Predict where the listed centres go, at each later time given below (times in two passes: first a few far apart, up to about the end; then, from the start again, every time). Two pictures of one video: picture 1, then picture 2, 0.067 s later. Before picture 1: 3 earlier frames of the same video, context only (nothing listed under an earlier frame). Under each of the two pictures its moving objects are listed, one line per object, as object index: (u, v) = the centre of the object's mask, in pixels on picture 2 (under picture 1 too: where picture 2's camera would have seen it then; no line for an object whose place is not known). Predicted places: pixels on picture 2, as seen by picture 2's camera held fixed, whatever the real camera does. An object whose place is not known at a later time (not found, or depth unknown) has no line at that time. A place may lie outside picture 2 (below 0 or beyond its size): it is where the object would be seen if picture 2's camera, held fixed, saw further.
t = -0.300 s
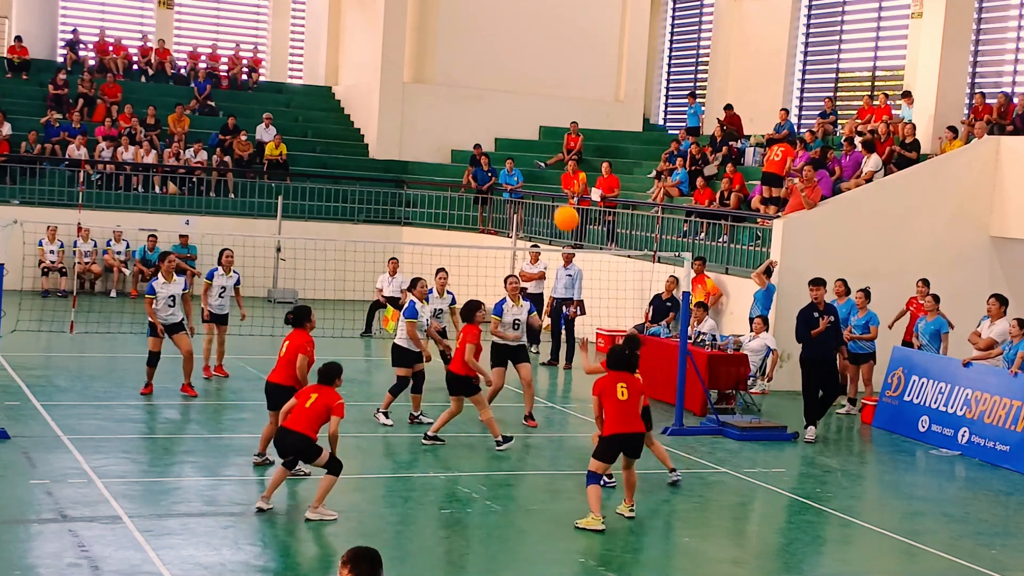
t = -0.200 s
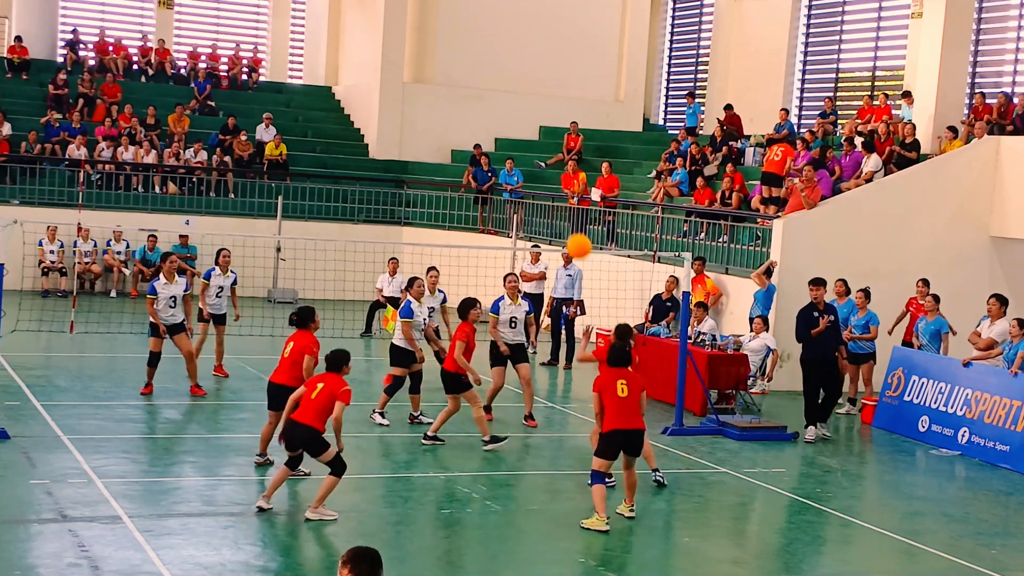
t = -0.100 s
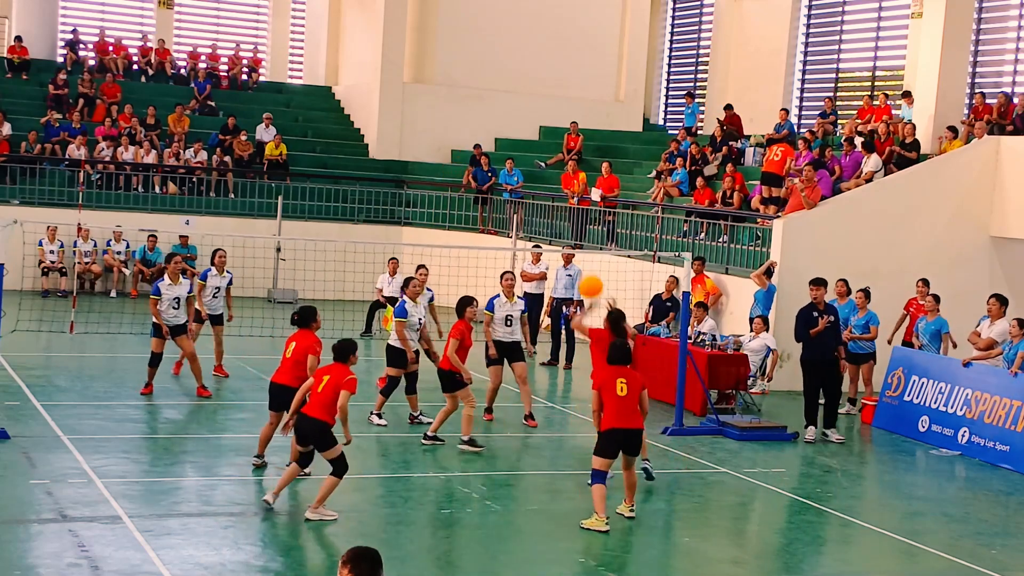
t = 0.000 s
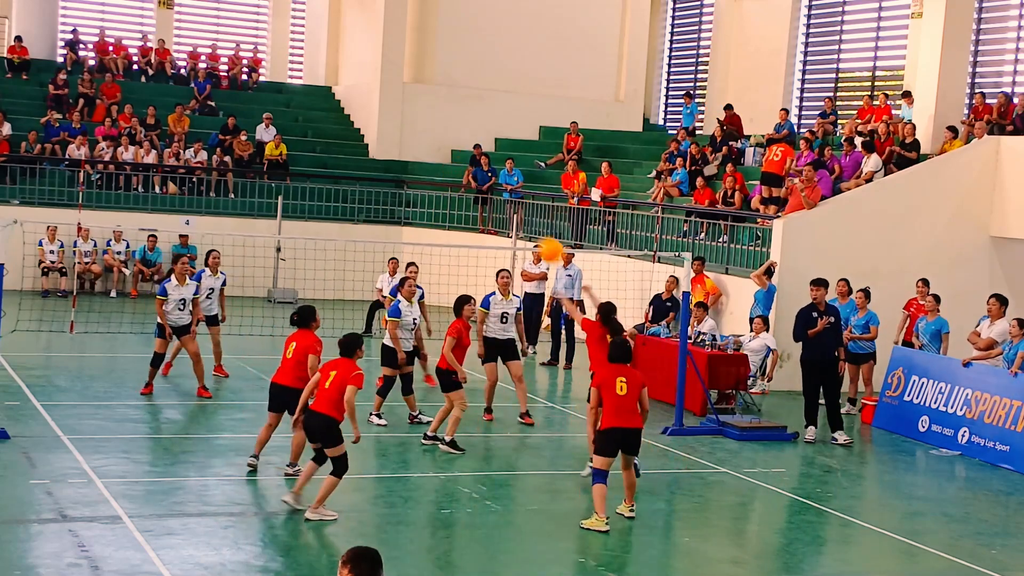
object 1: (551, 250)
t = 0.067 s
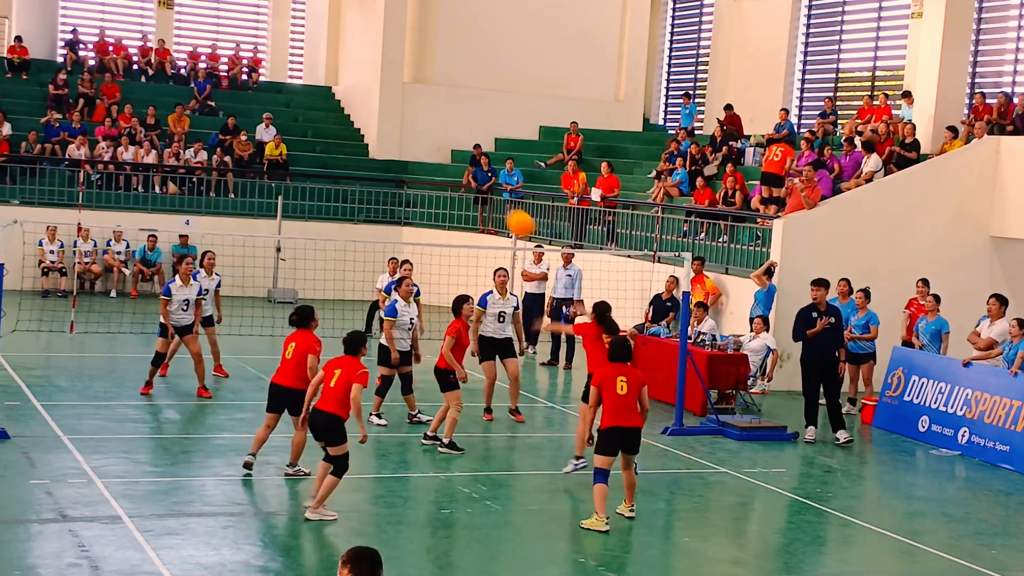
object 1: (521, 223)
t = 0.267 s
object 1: (435, 172)
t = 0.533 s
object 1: (335, 170)
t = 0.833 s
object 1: (237, 236)
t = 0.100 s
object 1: (505, 211)
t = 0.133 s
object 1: (491, 201)
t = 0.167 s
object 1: (477, 191)
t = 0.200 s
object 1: (463, 183)
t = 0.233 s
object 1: (448, 177)
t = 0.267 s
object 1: (435, 172)
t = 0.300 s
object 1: (421, 169)
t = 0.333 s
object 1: (408, 166)
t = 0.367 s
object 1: (396, 165)
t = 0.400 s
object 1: (383, 164)
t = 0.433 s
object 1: (371, 164)
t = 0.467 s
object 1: (359, 165)
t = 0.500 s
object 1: (347, 167)
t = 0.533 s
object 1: (335, 170)
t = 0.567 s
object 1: (323, 174)
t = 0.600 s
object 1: (312, 179)
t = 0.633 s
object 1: (300, 185)
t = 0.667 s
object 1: (289, 191)
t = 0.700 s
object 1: (278, 199)
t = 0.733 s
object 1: (267, 207)
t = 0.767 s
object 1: (257, 215)
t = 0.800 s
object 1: (247, 224)
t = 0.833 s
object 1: (237, 236)
